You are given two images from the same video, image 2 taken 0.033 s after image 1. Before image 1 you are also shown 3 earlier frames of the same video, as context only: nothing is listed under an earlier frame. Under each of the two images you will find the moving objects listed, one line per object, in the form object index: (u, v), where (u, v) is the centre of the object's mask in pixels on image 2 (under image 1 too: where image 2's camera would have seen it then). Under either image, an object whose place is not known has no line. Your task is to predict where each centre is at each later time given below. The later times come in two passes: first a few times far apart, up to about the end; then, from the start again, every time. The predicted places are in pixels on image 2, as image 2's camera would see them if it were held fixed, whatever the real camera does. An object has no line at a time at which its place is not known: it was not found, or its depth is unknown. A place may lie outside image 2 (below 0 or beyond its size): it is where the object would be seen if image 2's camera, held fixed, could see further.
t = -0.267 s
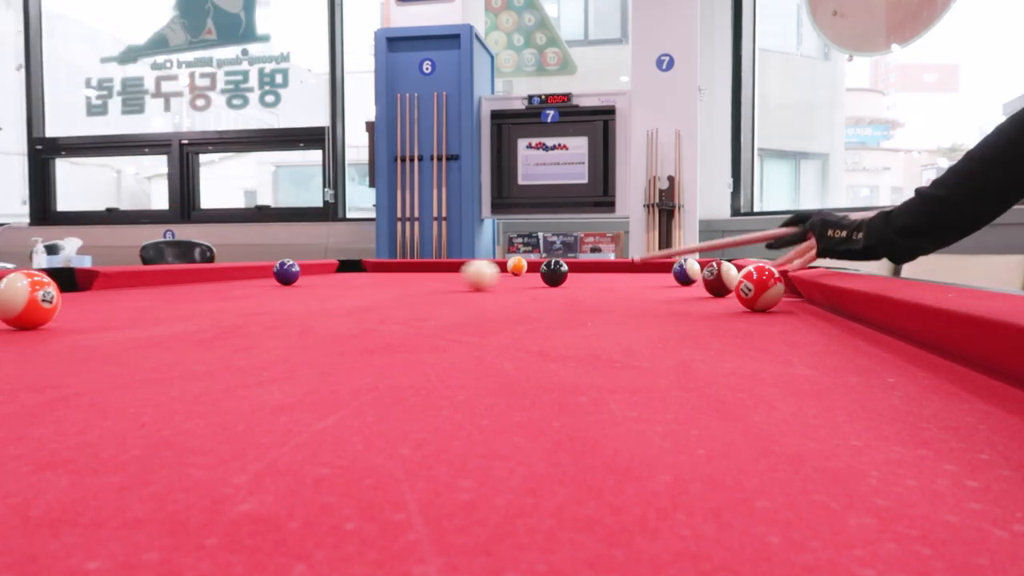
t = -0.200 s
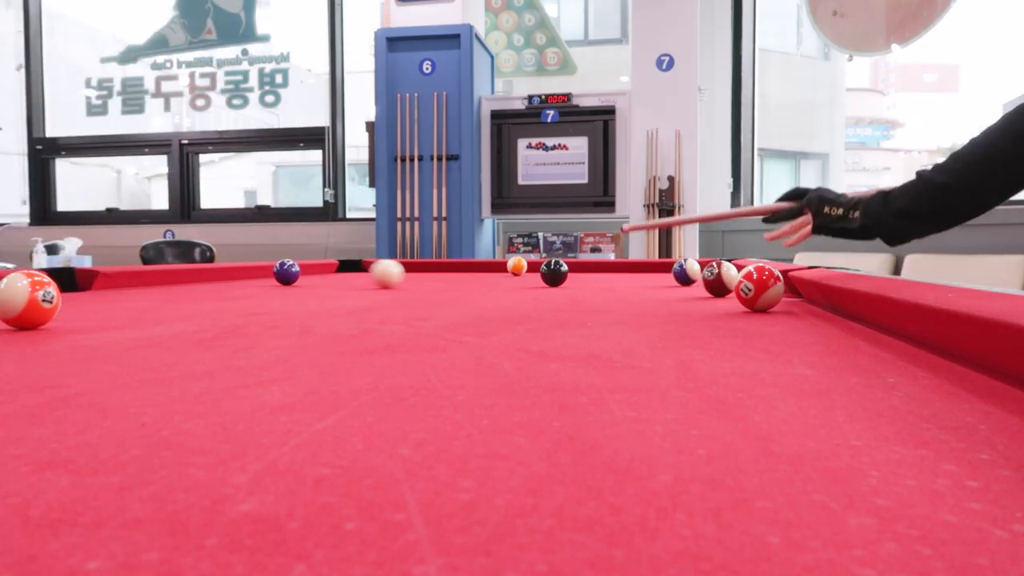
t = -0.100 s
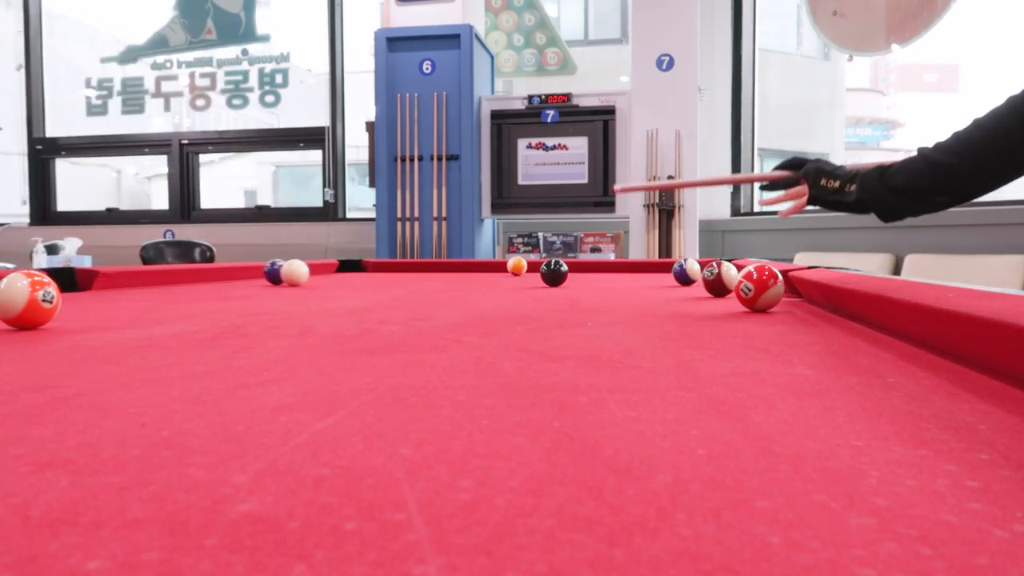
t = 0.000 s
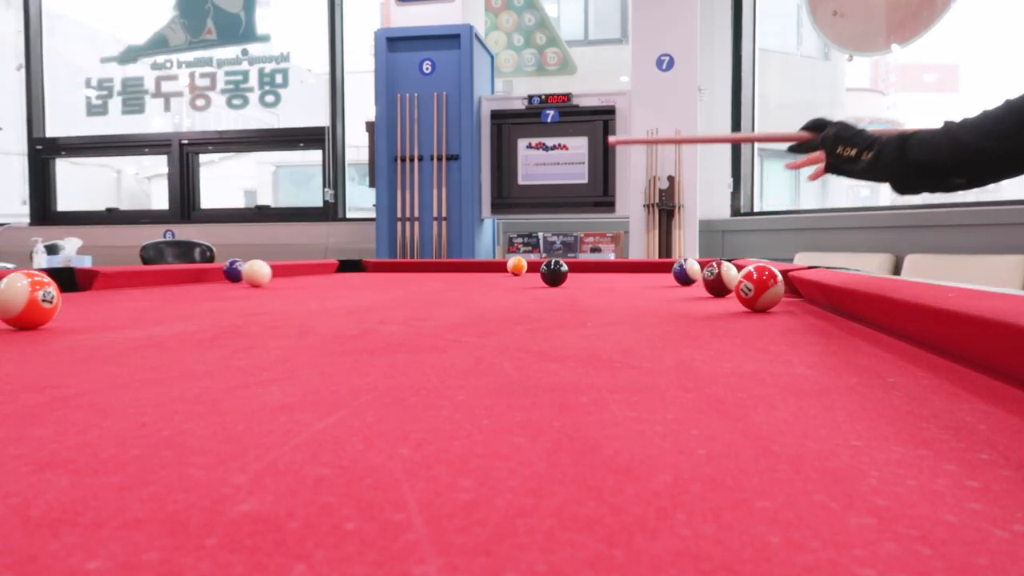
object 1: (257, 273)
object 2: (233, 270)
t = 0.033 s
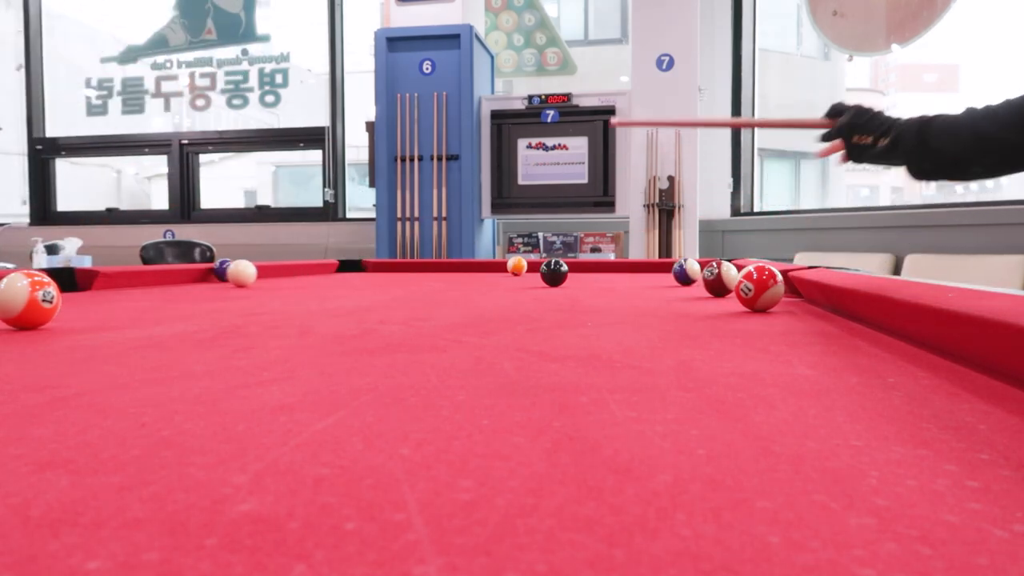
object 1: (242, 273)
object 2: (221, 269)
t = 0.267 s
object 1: (145, 274)
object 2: (315, 268)
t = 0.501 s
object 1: (160, 275)
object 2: (384, 267)
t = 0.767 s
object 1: (172, 276)
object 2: (449, 266)
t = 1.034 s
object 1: (184, 277)
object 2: (500, 265)
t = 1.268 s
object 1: (193, 278)
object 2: (537, 263)
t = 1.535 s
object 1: (198, 279)
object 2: (573, 263)
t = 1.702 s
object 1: (199, 279)
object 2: (583, 264)
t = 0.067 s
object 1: (227, 273)
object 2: (246, 268)
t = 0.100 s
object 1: (213, 273)
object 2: (255, 269)
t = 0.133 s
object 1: (198, 273)
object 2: (268, 269)
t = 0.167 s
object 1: (184, 274)
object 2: (280, 269)
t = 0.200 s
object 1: (170, 274)
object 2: (292, 269)
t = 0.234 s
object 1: (156, 274)
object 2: (304, 268)
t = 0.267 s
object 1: (145, 274)
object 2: (315, 268)
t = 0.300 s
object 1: (149, 274)
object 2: (326, 268)
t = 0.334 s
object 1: (151, 274)
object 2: (336, 268)
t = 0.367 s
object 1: (153, 274)
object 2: (346, 268)
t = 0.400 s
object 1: (155, 274)
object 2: (356, 267)
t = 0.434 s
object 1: (157, 275)
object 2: (366, 267)
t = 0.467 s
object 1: (158, 275)
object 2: (375, 267)
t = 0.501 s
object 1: (160, 275)
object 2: (384, 267)
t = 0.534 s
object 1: (162, 275)
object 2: (393, 267)
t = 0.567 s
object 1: (164, 275)
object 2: (402, 267)
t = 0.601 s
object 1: (165, 275)
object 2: (410, 266)
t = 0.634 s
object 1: (166, 276)
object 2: (419, 266)
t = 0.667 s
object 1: (168, 276)
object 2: (427, 266)
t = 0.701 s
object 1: (169, 276)
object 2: (434, 266)
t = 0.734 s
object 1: (171, 276)
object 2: (442, 266)
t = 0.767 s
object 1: (172, 276)
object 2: (449, 266)
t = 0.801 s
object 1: (174, 276)
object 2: (456, 266)
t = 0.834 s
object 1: (175, 277)
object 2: (463, 266)
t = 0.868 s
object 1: (177, 277)
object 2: (470, 265)
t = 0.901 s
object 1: (178, 277)
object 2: (476, 265)
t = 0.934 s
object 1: (180, 277)
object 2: (483, 265)
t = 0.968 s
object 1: (181, 277)
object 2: (489, 265)
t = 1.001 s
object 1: (183, 277)
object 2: (495, 265)
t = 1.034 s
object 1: (184, 277)
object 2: (500, 265)
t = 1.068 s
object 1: (186, 278)
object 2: (503, 265)
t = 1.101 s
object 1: (187, 278)
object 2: (505, 264)
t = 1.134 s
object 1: (189, 278)
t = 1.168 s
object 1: (190, 278)
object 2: (529, 264)
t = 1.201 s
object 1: (191, 278)
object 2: (531, 264)
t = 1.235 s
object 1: (192, 278)
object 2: (534, 264)
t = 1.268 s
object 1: (193, 278)
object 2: (537, 263)
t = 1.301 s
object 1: (194, 278)
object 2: (541, 261)
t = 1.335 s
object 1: (195, 278)
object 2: (545, 259)
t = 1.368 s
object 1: (195, 278)
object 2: (551, 257)
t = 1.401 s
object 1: (196, 279)
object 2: (559, 258)
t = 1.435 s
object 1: (197, 279)
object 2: (564, 259)
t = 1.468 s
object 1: (197, 279)
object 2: (569, 261)
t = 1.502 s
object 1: (197, 279)
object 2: (572, 263)
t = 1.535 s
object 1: (198, 279)
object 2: (573, 263)
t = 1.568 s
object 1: (198, 279)
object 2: (575, 263)
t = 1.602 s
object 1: (199, 279)
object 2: (577, 263)
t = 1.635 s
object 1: (199, 279)
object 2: (578, 264)
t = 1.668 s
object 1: (199, 279)
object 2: (581, 264)
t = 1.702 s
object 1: (199, 279)
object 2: (583, 264)
